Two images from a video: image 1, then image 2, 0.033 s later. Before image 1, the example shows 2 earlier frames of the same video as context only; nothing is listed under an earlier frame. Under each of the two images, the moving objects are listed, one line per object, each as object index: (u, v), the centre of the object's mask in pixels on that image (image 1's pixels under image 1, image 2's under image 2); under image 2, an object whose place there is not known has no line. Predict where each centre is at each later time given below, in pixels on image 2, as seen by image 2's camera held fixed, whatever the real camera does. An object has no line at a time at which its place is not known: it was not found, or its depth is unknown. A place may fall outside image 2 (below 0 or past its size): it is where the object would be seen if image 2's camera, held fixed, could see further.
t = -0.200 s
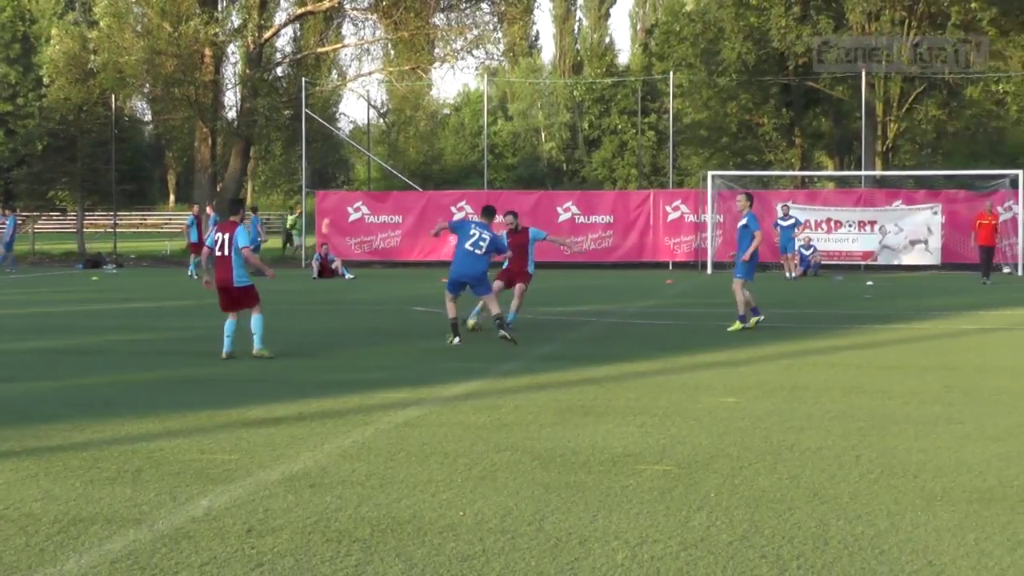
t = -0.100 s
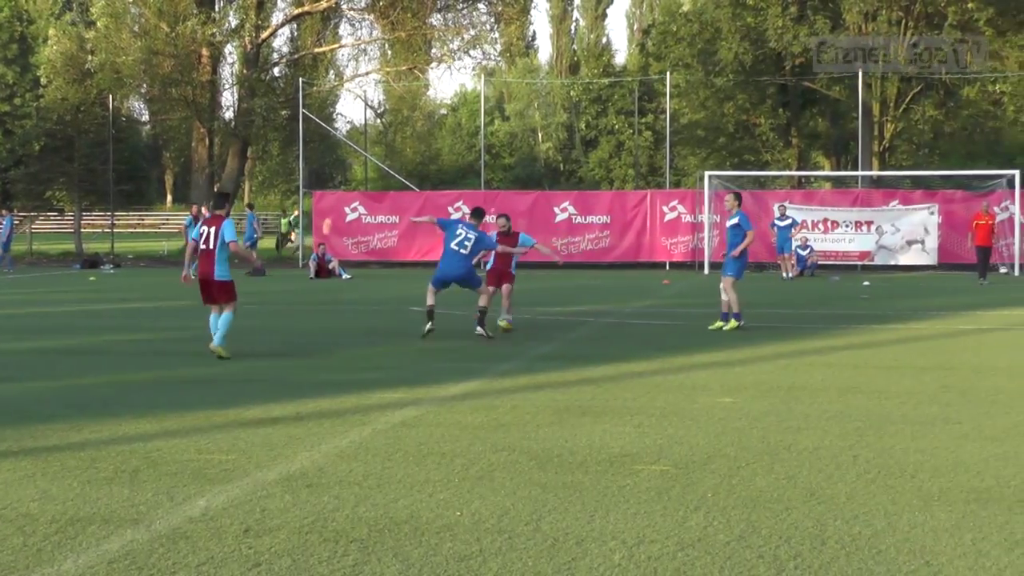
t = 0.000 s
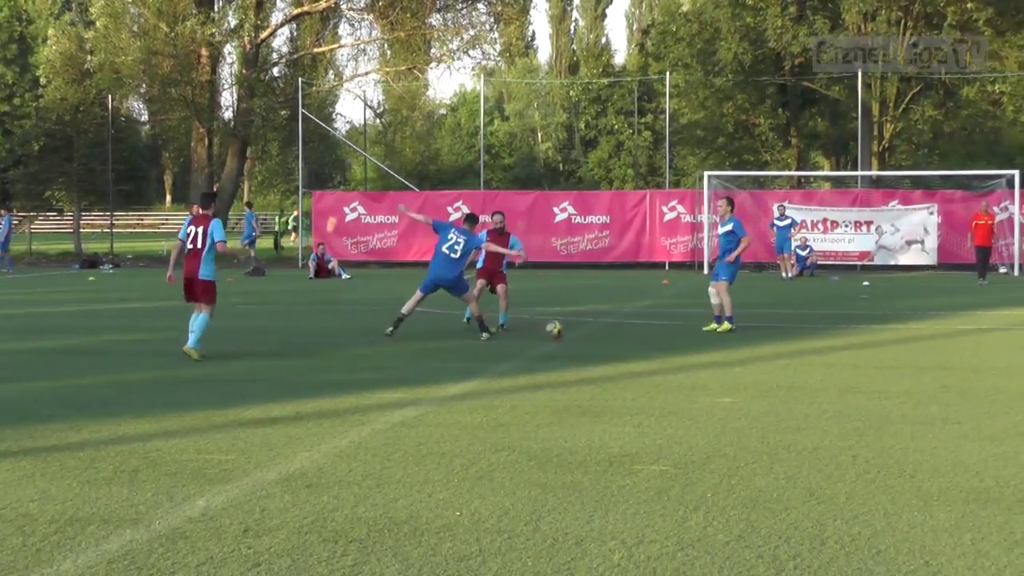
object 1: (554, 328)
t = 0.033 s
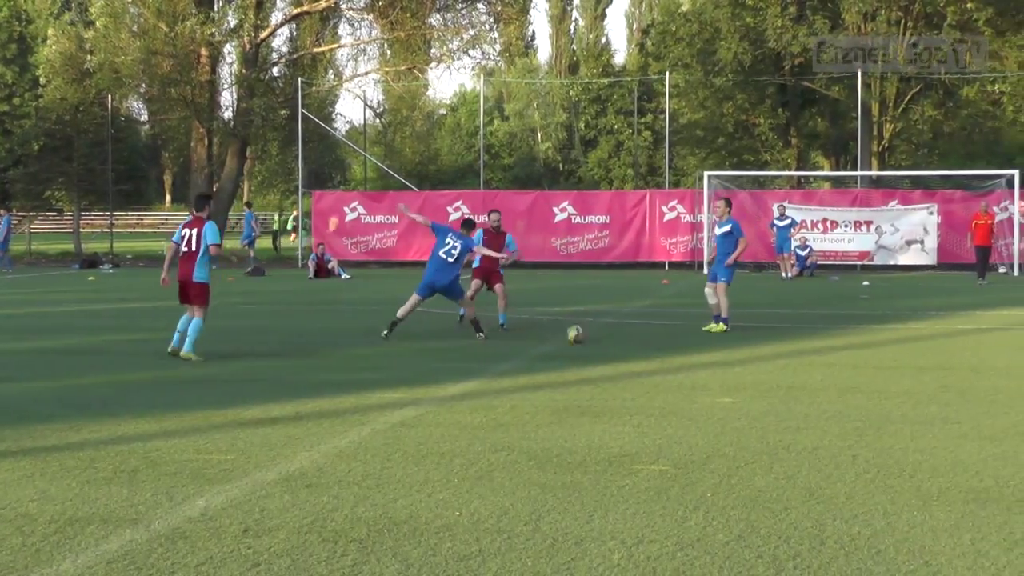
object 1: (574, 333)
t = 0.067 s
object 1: (594, 335)
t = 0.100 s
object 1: (614, 337)
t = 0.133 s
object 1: (624, 338)
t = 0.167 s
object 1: (644, 341)
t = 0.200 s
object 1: (663, 342)
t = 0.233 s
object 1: (673, 343)
